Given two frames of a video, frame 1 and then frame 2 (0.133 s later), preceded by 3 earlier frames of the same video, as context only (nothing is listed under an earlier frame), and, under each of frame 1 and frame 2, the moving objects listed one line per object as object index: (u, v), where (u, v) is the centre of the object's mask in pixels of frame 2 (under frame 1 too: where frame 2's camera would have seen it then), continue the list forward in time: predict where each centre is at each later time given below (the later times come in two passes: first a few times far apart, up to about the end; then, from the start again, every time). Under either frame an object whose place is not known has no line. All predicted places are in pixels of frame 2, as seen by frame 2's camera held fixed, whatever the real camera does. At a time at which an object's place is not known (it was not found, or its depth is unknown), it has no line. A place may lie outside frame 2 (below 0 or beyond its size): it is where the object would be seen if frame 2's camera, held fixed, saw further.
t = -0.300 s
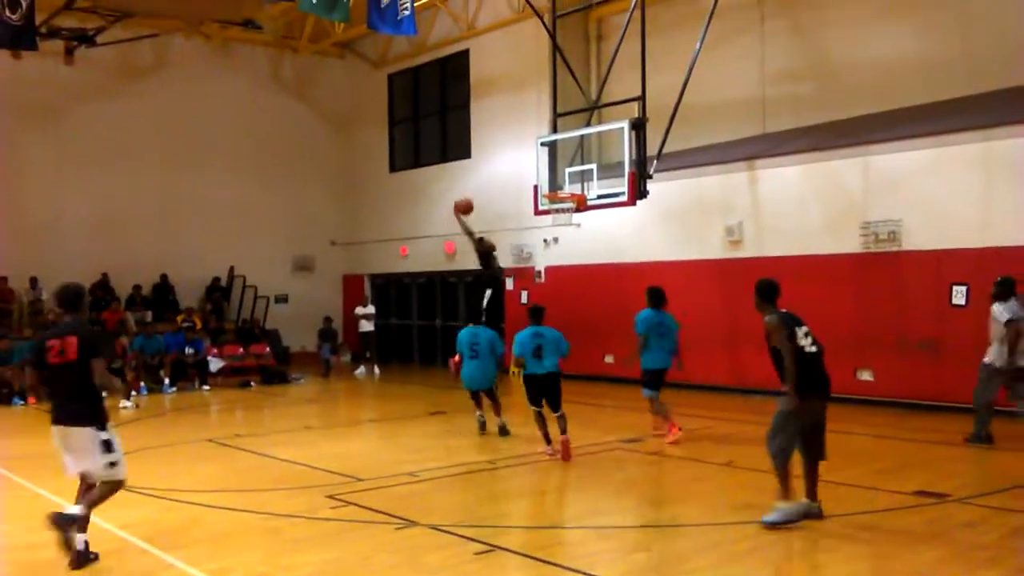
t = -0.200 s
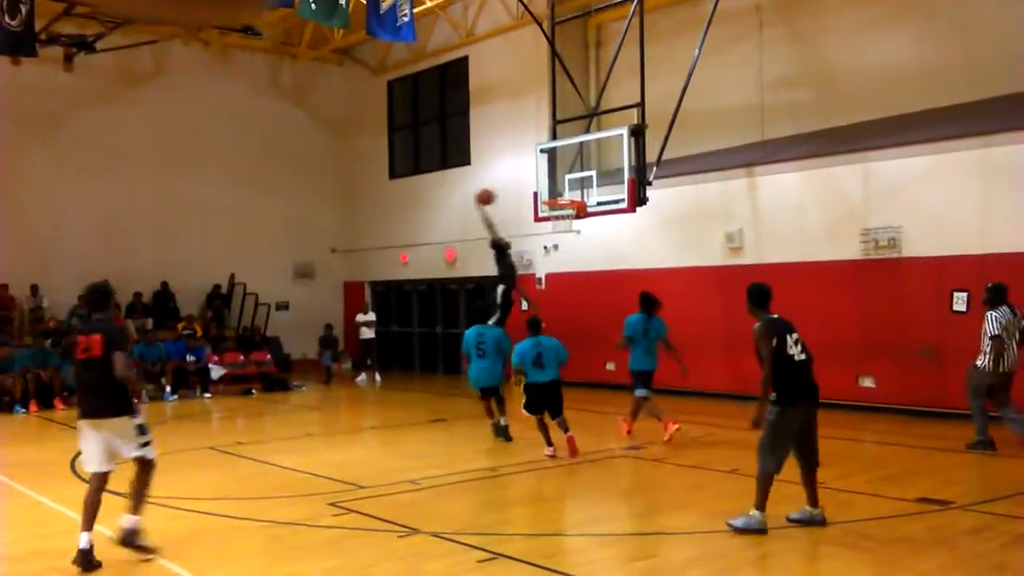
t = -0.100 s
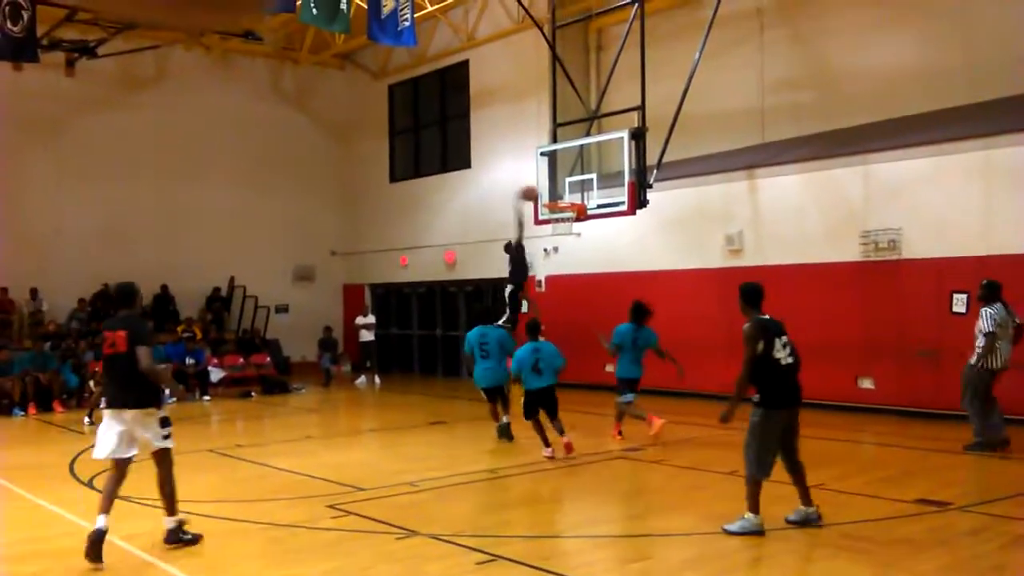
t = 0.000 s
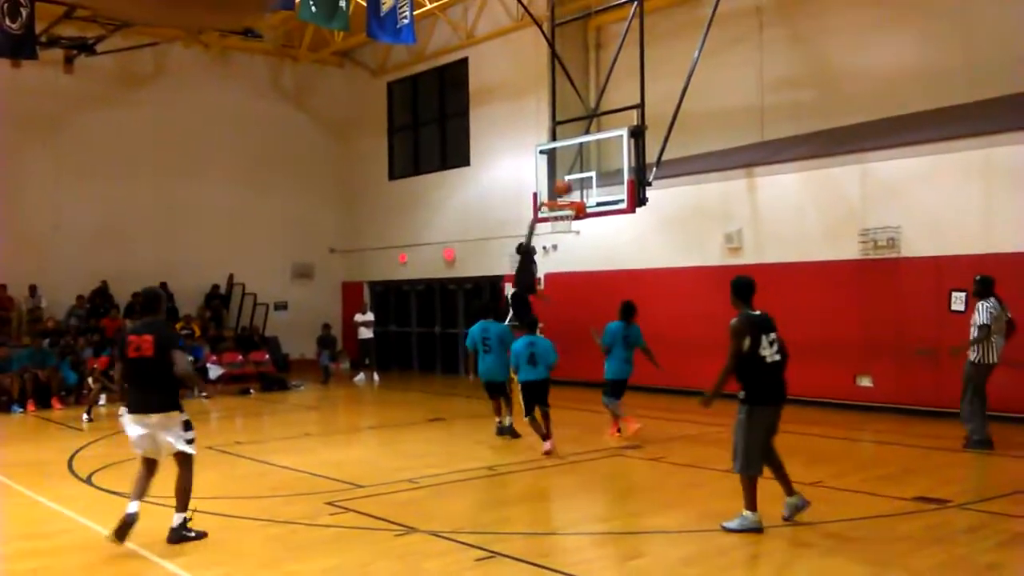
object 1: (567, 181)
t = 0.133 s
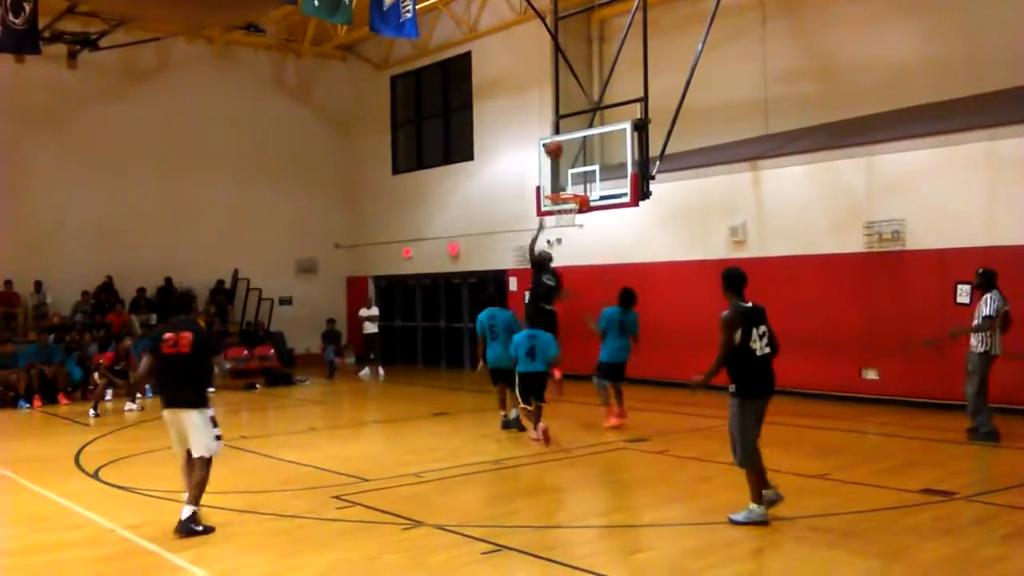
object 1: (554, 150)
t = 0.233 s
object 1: (544, 130)
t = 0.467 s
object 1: (516, 116)
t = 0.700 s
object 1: (486, 153)
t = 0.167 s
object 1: (549, 142)
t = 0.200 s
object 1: (546, 135)
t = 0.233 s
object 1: (544, 130)
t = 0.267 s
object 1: (539, 126)
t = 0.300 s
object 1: (536, 122)
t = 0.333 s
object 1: (532, 119)
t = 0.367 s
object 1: (528, 116)
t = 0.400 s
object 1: (524, 115)
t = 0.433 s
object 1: (520, 115)
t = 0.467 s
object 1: (516, 116)
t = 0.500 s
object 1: (512, 118)
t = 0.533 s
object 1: (508, 120)
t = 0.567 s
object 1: (504, 124)
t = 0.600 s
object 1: (500, 130)
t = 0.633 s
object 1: (495, 136)
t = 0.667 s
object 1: (490, 144)
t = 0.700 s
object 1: (486, 153)
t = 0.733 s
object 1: (480, 164)
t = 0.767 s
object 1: (475, 177)
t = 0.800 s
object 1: (470, 192)
